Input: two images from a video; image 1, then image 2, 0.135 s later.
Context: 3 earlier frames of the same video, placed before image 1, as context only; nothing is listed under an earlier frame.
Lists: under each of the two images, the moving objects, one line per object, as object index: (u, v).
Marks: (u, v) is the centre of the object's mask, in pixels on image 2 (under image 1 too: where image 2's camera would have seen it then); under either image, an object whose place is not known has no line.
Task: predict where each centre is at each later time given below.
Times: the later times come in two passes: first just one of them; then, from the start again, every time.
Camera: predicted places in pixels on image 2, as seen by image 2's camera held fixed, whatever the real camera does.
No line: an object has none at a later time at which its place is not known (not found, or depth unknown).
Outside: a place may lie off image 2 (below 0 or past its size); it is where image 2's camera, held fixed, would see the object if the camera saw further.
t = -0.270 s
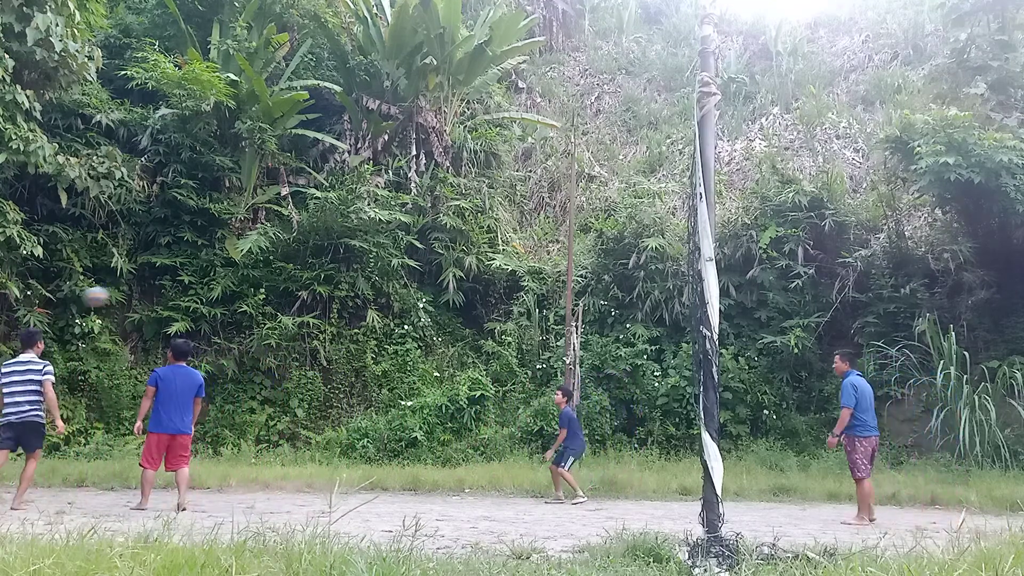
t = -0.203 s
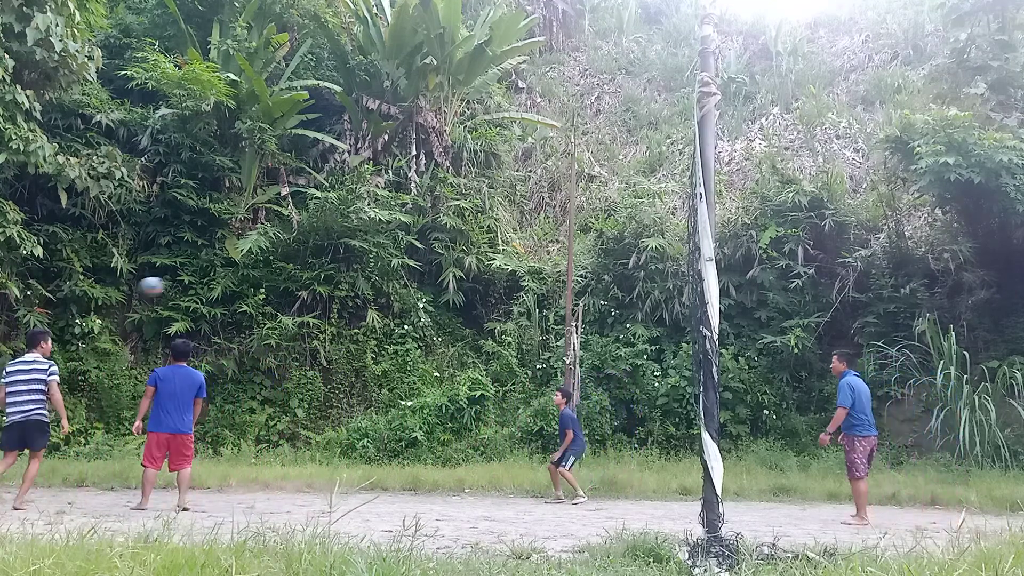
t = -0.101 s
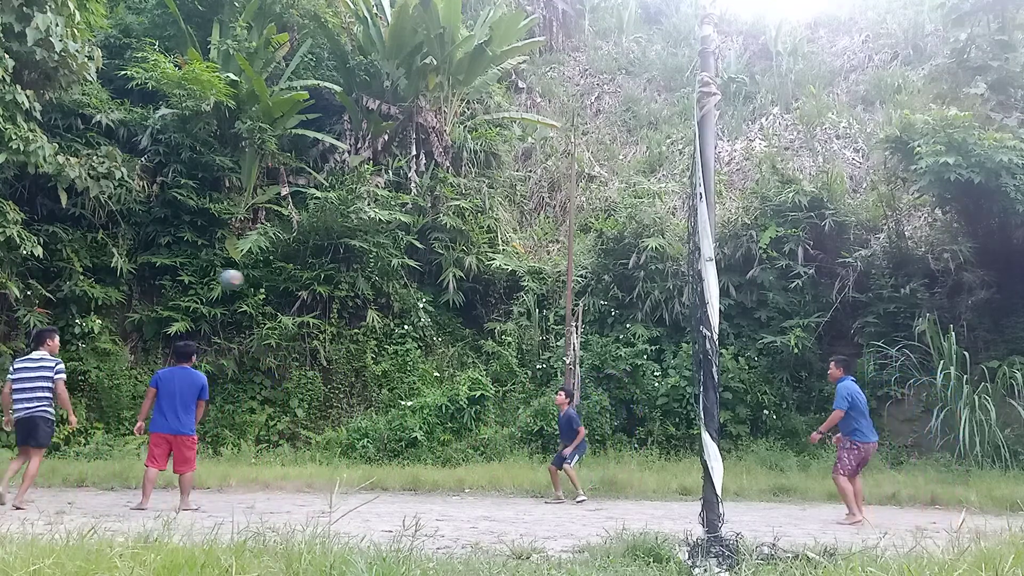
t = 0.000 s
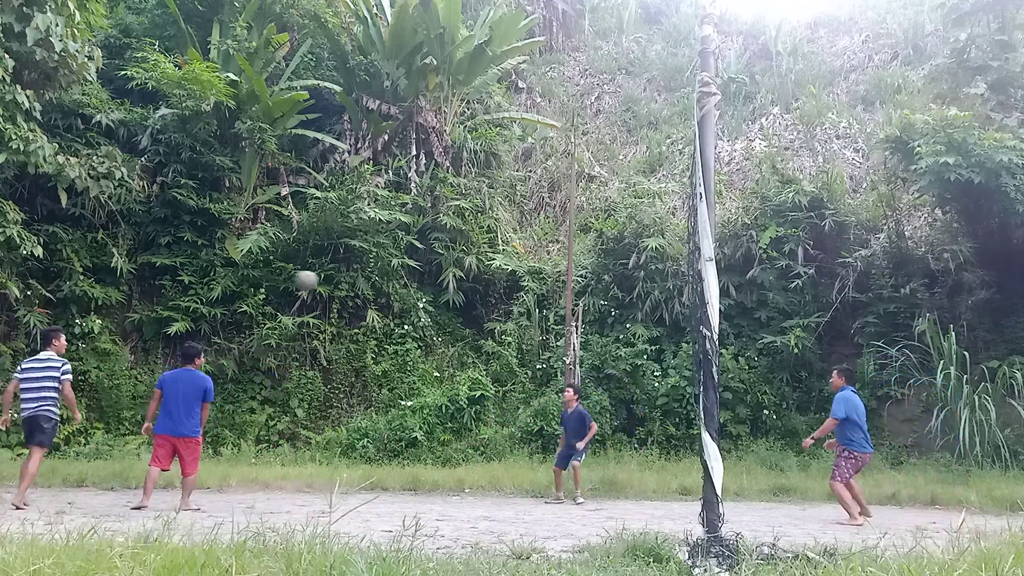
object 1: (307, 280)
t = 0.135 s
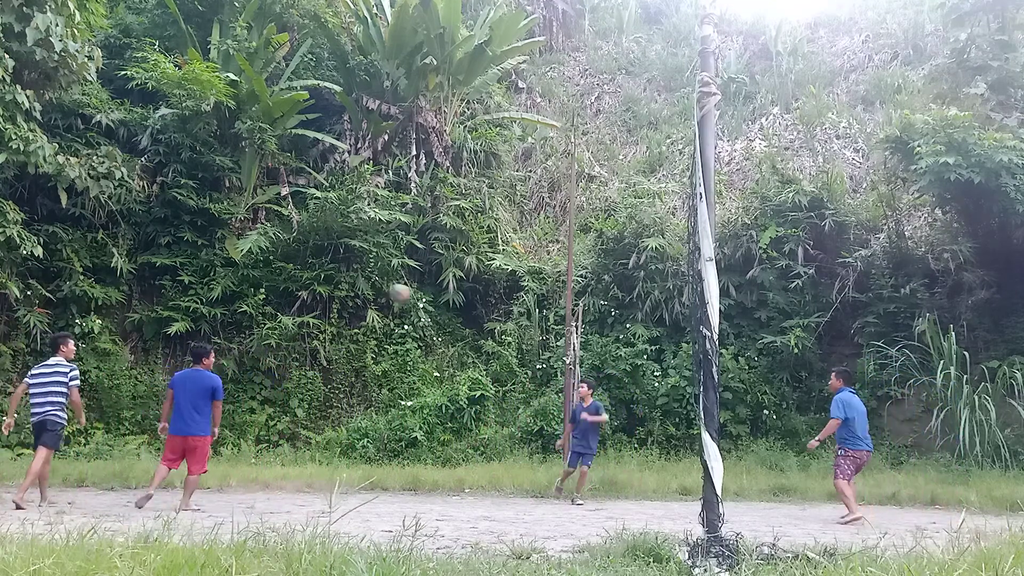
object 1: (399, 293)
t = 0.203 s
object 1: (444, 306)
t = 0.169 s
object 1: (423, 299)
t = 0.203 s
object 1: (444, 306)
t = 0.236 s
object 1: (466, 314)
